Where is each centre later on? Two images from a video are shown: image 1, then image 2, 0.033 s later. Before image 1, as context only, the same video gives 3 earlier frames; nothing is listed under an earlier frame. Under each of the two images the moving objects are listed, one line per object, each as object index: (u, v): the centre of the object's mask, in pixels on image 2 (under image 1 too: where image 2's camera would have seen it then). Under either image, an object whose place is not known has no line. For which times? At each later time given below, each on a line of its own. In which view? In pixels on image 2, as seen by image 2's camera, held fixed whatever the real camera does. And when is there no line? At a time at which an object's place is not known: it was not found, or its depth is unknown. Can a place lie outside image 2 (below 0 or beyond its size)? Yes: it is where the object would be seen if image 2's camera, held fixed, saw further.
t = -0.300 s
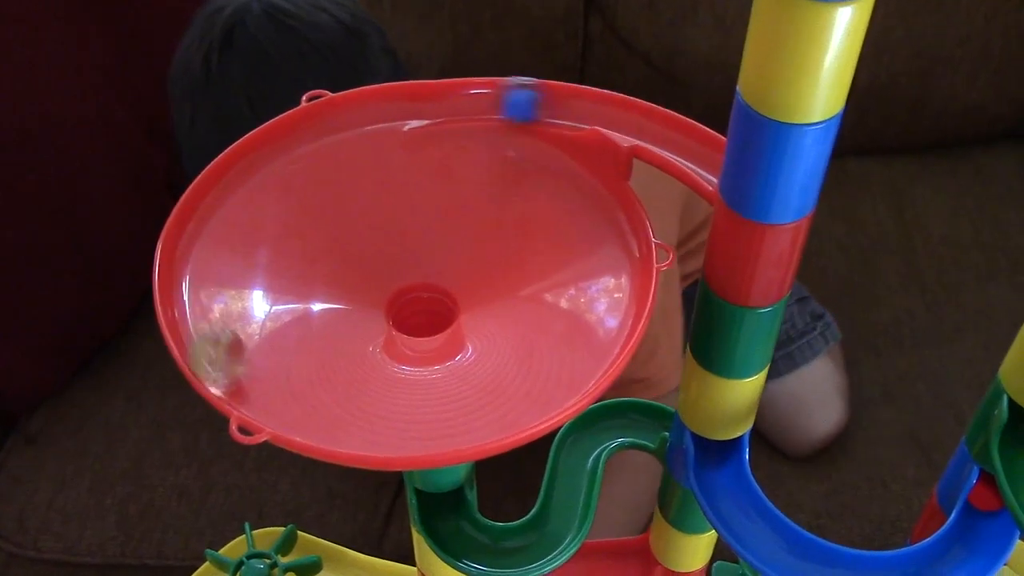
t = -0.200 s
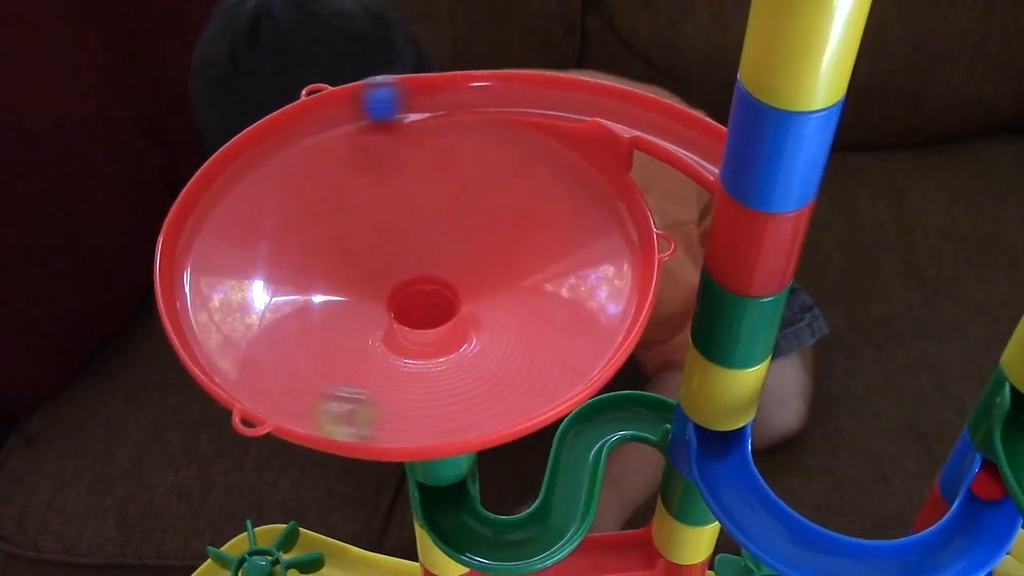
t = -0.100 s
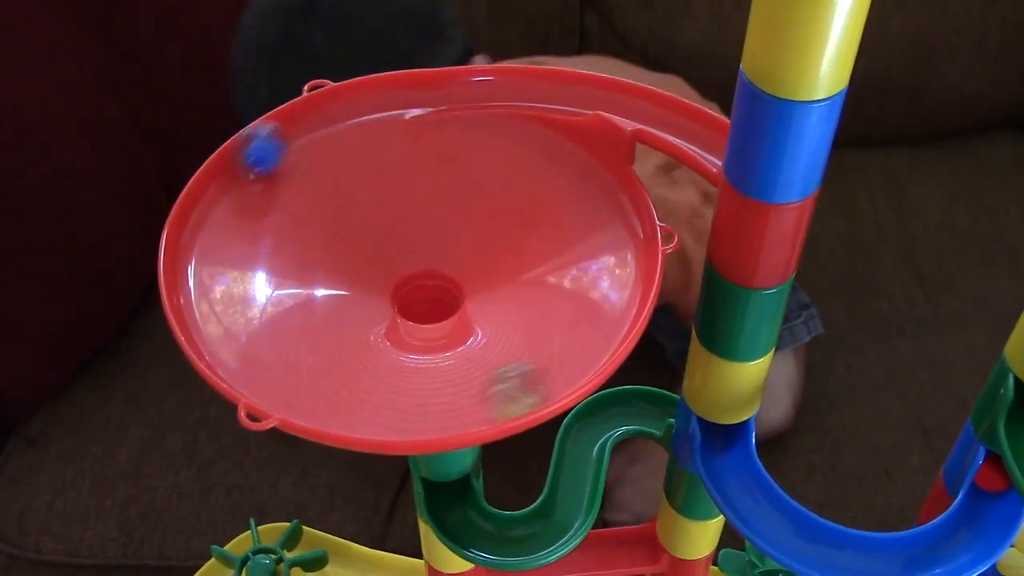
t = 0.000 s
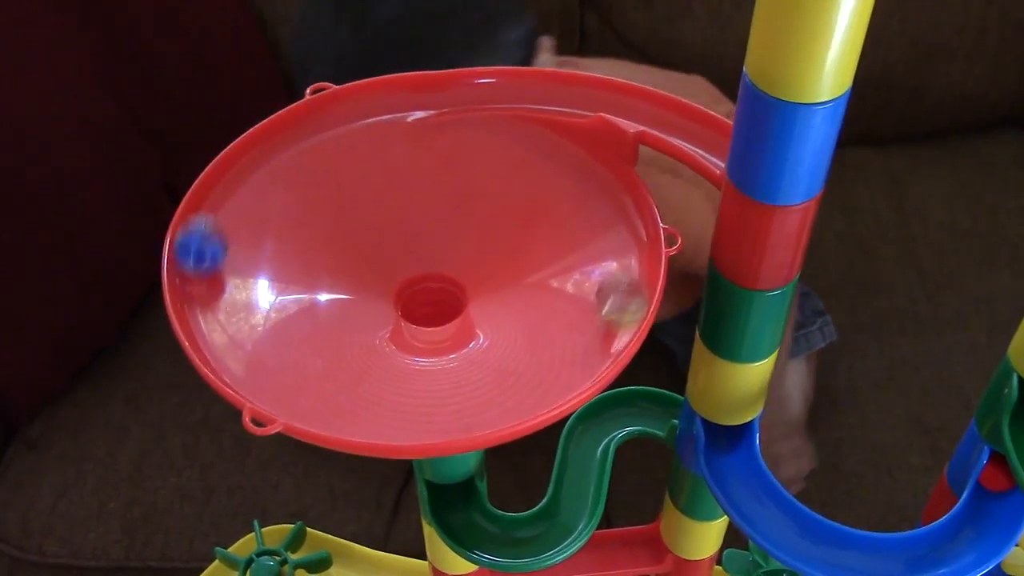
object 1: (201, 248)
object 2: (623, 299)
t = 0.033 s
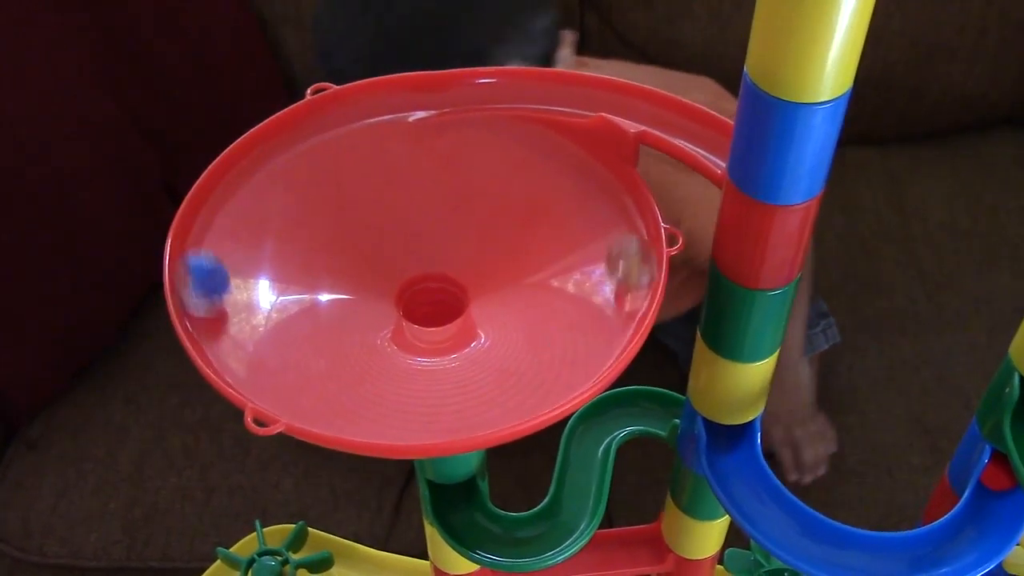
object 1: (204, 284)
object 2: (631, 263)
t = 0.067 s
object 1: (214, 322)
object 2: (629, 224)
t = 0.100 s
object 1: (234, 352)
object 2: (614, 197)
